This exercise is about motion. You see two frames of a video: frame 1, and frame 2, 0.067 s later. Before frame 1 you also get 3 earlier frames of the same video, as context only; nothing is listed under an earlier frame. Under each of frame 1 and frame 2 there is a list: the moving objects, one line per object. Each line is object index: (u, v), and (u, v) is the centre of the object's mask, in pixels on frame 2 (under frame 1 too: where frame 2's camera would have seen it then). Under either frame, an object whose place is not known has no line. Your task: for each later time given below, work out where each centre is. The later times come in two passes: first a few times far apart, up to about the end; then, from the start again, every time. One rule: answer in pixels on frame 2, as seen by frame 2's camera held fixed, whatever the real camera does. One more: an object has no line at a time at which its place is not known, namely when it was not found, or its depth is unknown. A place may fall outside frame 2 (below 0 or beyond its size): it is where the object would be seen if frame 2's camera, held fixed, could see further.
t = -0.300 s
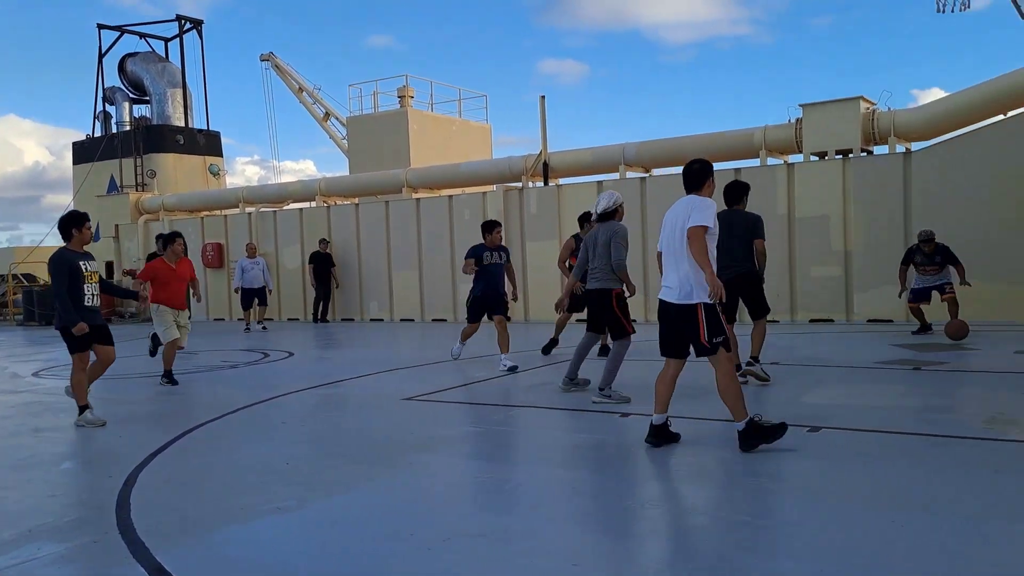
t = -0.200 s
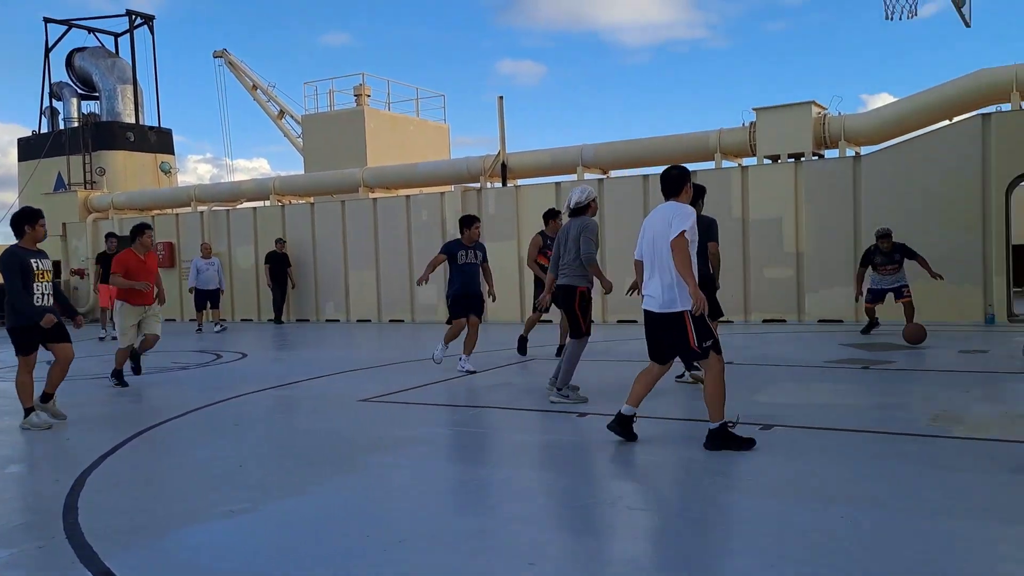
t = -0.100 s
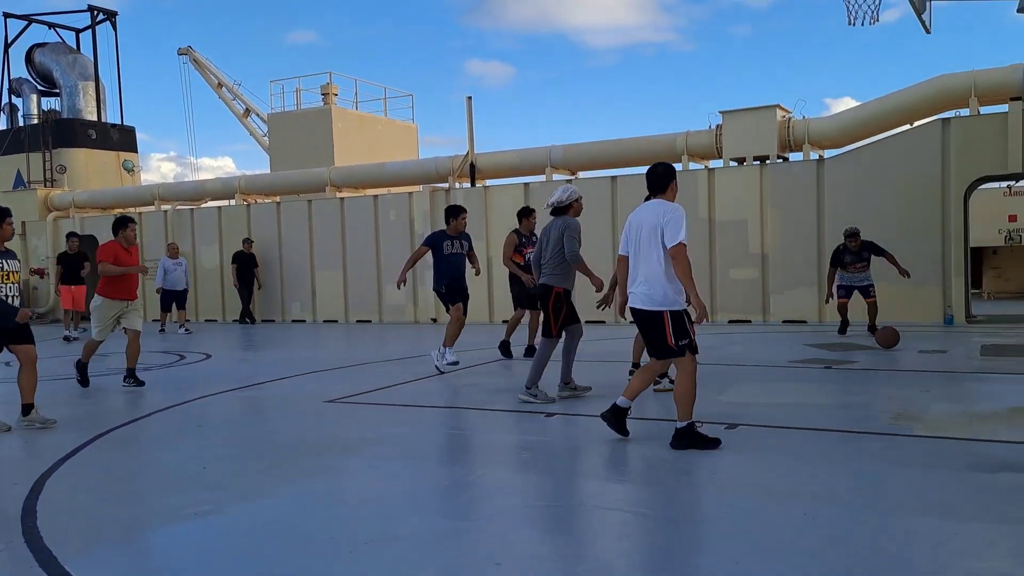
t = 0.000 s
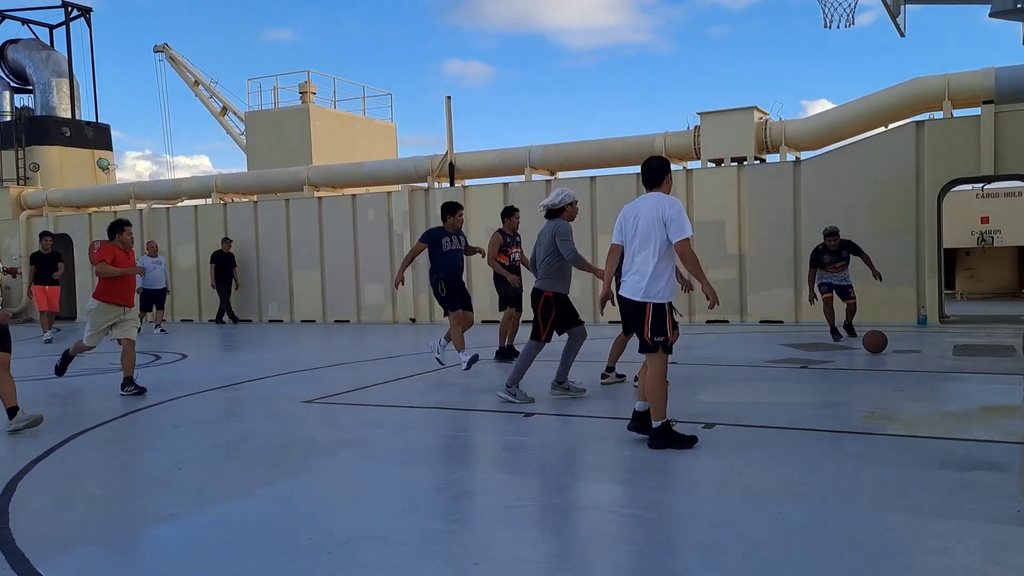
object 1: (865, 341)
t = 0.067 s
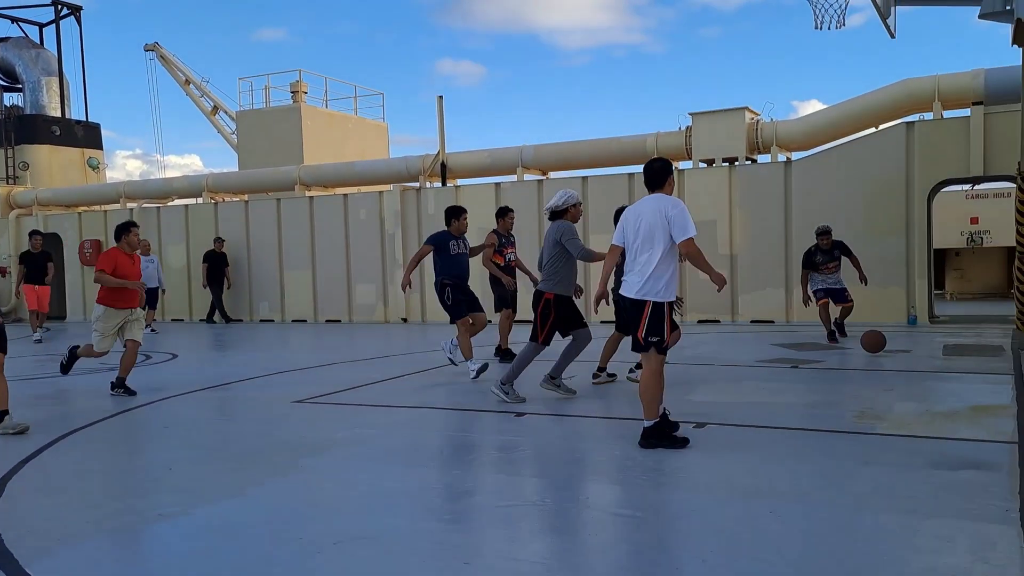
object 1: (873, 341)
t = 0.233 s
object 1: (897, 349)
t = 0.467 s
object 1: (937, 360)
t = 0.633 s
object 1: (972, 368)
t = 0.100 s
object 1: (878, 343)
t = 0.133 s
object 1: (882, 346)
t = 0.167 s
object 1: (887, 348)
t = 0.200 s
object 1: (892, 348)
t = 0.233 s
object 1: (897, 349)
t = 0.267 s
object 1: (902, 351)
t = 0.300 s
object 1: (907, 354)
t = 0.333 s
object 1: (913, 354)
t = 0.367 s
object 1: (919, 356)
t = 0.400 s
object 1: (925, 357)
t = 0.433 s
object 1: (931, 358)
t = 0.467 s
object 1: (937, 360)
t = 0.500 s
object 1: (944, 362)
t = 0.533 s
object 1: (951, 364)
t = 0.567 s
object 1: (958, 365)
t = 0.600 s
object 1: (965, 366)
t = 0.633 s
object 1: (972, 368)
